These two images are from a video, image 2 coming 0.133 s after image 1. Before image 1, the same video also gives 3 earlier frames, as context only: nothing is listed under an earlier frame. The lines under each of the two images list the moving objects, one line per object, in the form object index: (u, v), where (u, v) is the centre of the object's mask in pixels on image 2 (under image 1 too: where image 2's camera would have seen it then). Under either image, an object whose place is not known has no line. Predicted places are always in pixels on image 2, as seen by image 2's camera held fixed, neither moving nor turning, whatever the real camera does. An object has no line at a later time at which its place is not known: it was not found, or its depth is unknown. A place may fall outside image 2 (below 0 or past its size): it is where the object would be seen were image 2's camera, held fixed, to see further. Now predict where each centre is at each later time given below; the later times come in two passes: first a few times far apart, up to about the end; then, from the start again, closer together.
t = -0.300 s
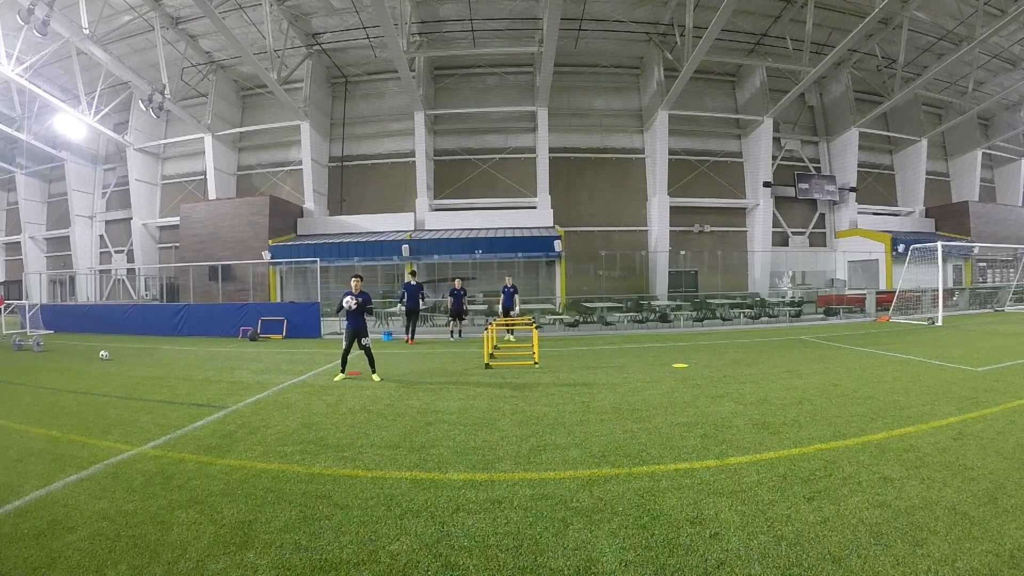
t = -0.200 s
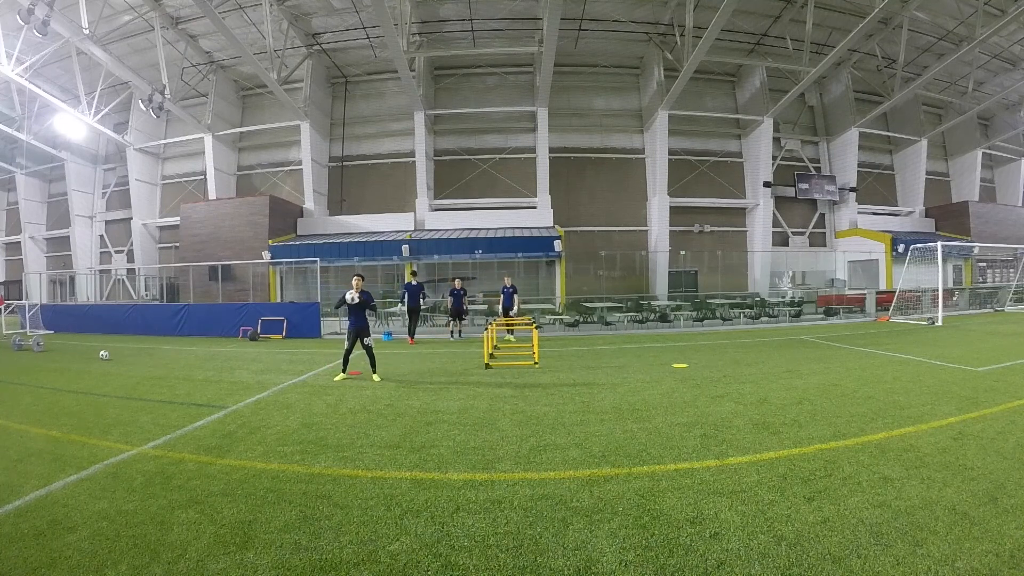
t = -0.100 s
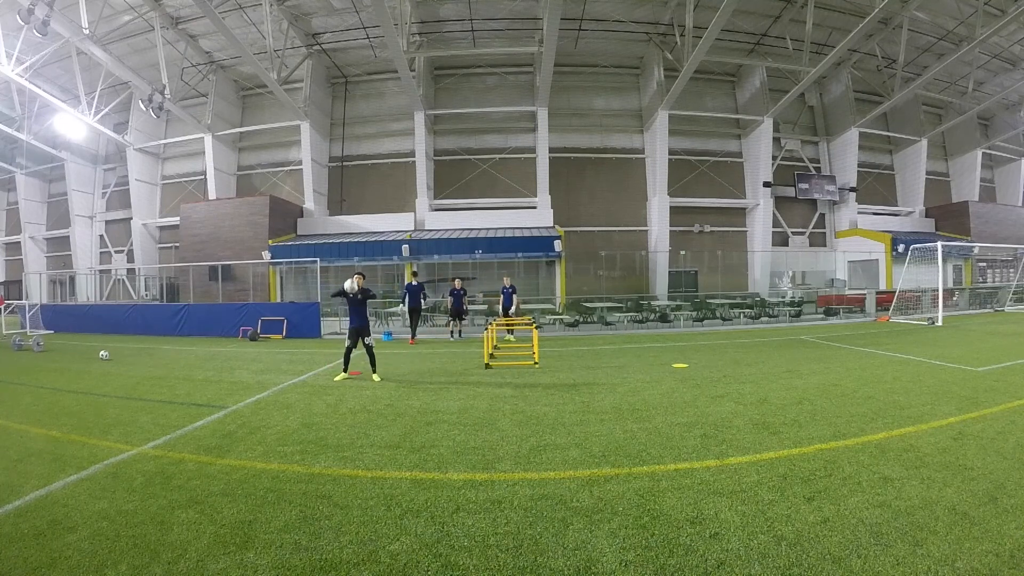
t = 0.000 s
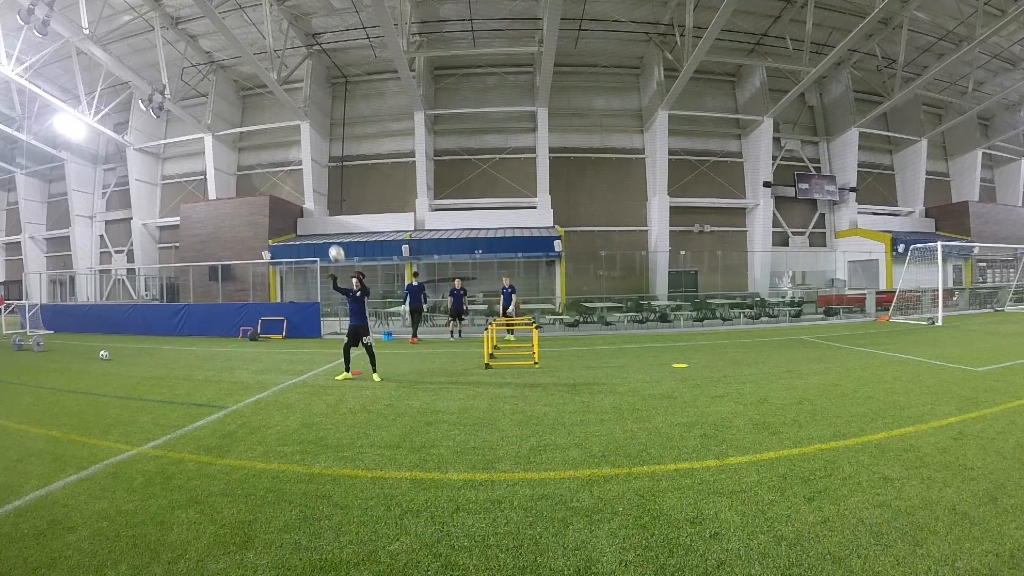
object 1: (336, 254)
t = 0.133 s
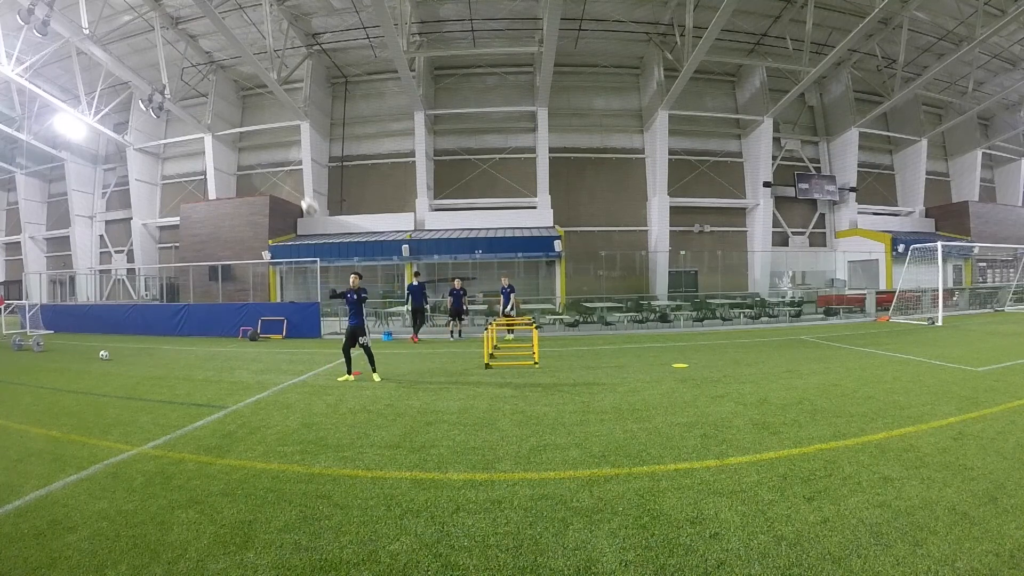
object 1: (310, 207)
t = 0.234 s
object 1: (287, 171)
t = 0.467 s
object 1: (221, 107)
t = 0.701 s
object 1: (120, 76)
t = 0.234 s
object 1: (287, 171)
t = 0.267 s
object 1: (279, 161)
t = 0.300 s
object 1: (270, 151)
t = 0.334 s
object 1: (262, 142)
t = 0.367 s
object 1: (252, 132)
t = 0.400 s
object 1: (242, 123)
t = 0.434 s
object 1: (233, 115)
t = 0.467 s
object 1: (221, 107)
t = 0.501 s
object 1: (209, 100)
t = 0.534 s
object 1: (197, 94)
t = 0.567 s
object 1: (183, 88)
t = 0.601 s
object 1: (168, 84)
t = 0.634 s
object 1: (154, 81)
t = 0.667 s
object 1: (139, 78)
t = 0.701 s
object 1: (120, 76)
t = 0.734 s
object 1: (102, 75)
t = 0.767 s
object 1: (82, 77)
